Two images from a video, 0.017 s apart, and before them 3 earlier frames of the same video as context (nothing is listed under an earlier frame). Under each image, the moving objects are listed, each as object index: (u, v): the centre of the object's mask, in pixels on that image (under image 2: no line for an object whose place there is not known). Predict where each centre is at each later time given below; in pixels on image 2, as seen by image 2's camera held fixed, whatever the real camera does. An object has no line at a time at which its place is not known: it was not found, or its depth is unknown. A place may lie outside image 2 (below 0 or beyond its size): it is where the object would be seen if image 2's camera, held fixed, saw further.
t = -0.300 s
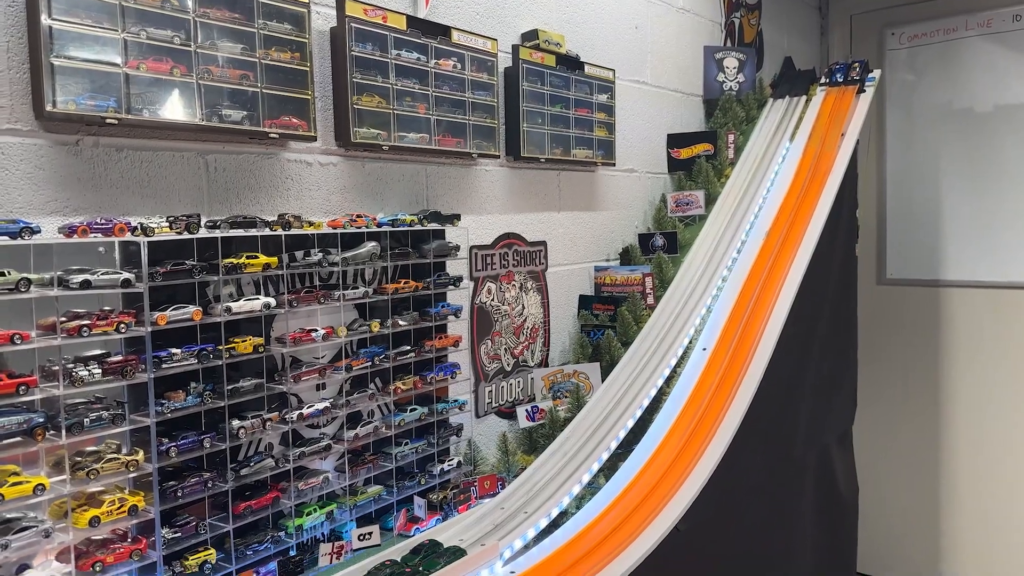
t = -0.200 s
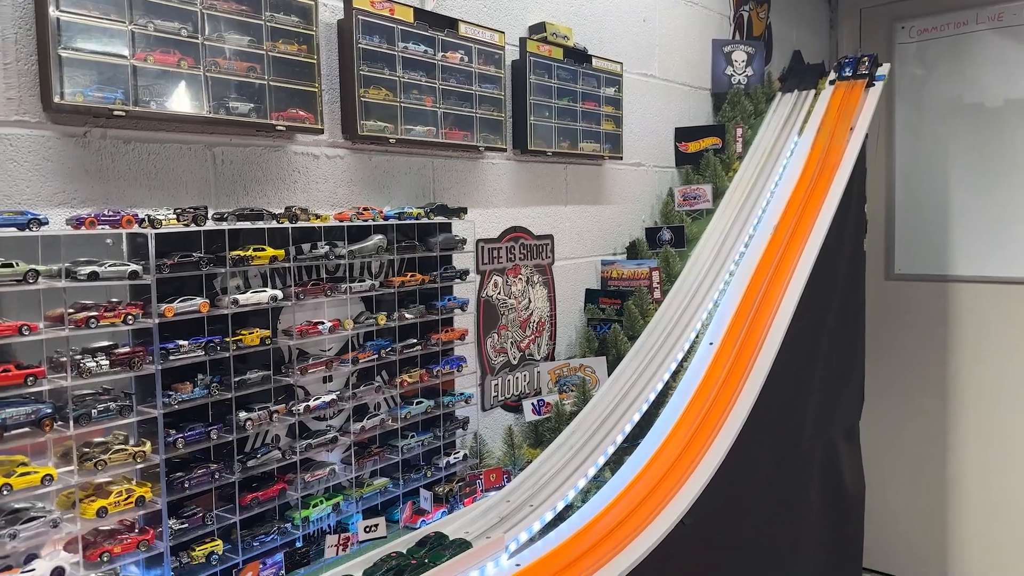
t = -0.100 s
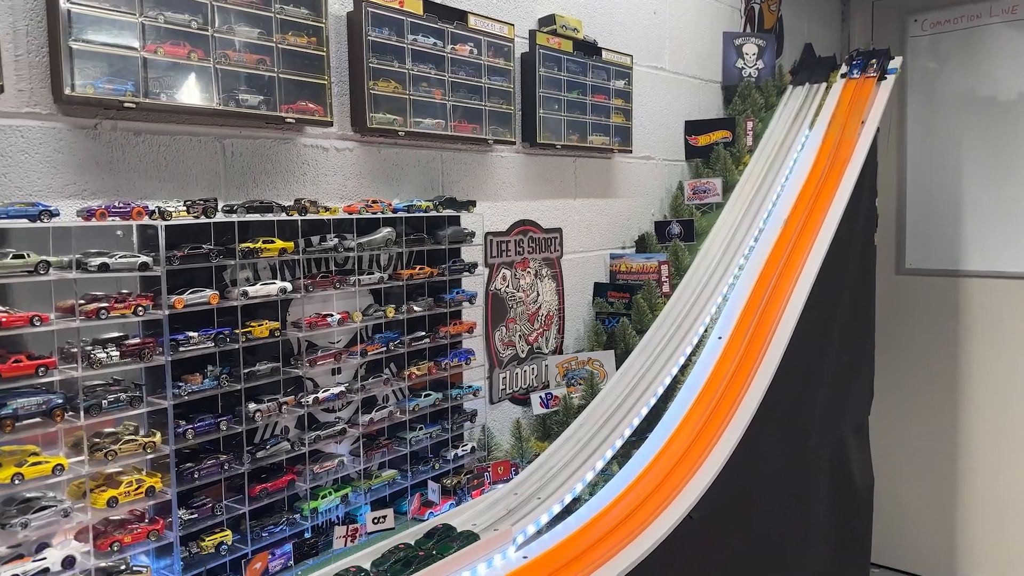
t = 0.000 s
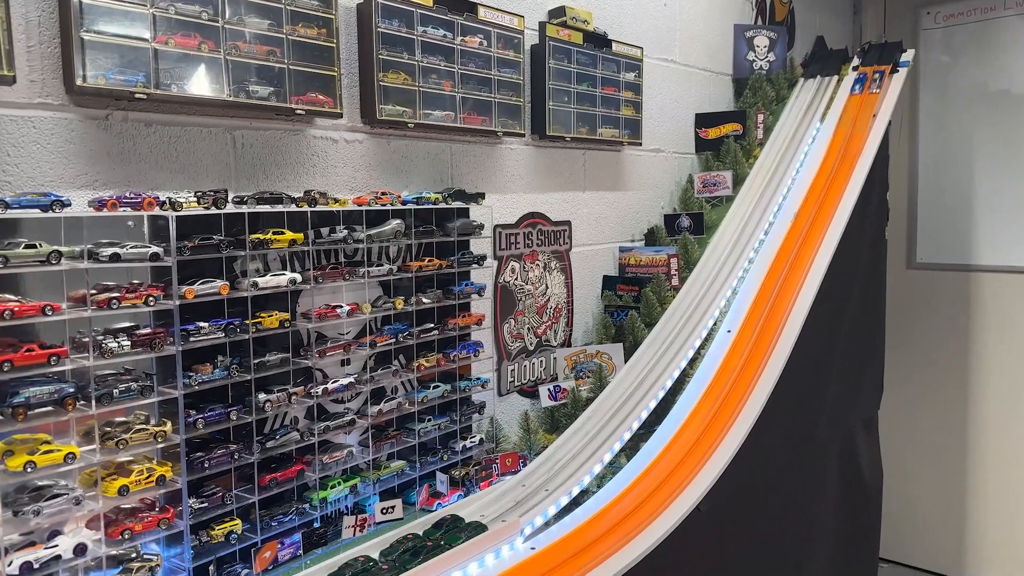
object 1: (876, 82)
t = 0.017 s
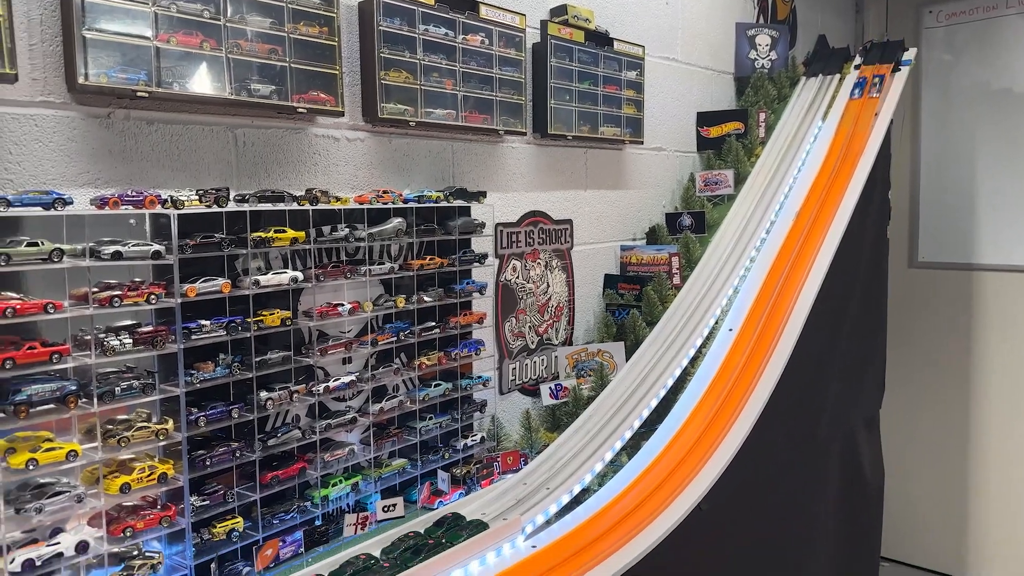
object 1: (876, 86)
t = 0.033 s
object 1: (874, 92)
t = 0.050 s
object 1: (871, 99)
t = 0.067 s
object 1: (868, 106)
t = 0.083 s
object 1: (866, 114)
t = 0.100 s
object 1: (862, 123)
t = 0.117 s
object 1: (859, 132)
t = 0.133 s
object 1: (856, 142)
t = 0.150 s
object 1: (851, 152)
